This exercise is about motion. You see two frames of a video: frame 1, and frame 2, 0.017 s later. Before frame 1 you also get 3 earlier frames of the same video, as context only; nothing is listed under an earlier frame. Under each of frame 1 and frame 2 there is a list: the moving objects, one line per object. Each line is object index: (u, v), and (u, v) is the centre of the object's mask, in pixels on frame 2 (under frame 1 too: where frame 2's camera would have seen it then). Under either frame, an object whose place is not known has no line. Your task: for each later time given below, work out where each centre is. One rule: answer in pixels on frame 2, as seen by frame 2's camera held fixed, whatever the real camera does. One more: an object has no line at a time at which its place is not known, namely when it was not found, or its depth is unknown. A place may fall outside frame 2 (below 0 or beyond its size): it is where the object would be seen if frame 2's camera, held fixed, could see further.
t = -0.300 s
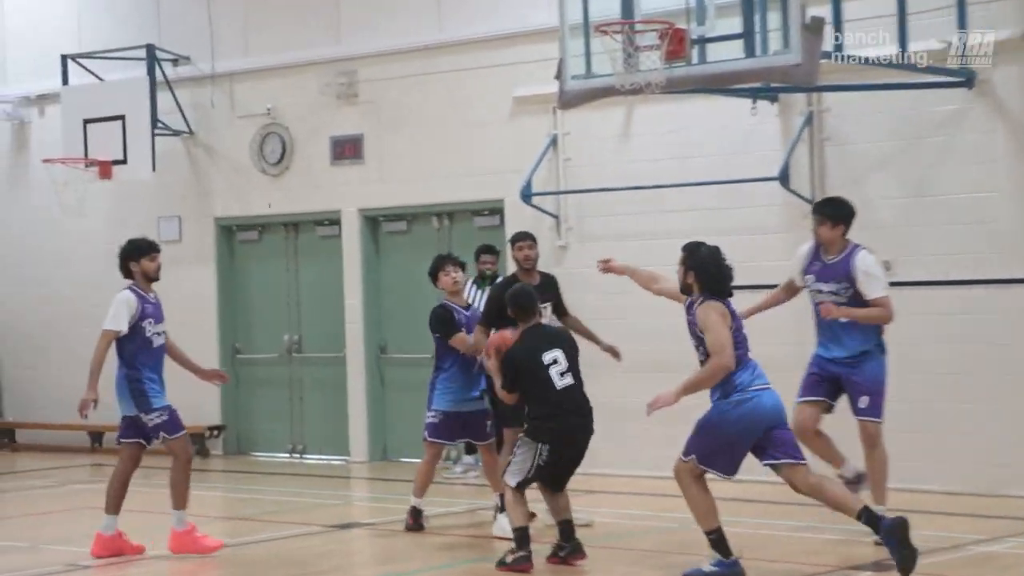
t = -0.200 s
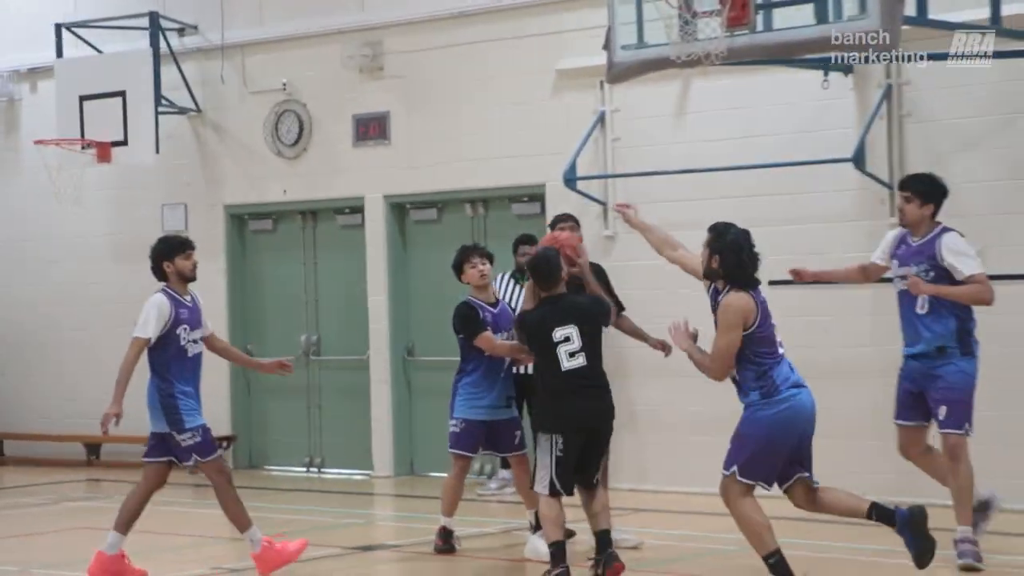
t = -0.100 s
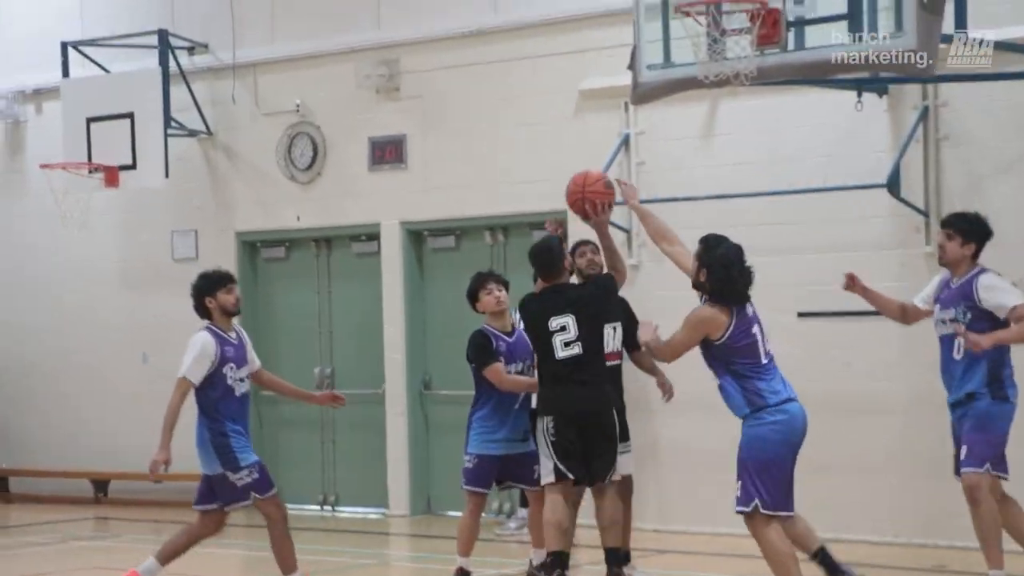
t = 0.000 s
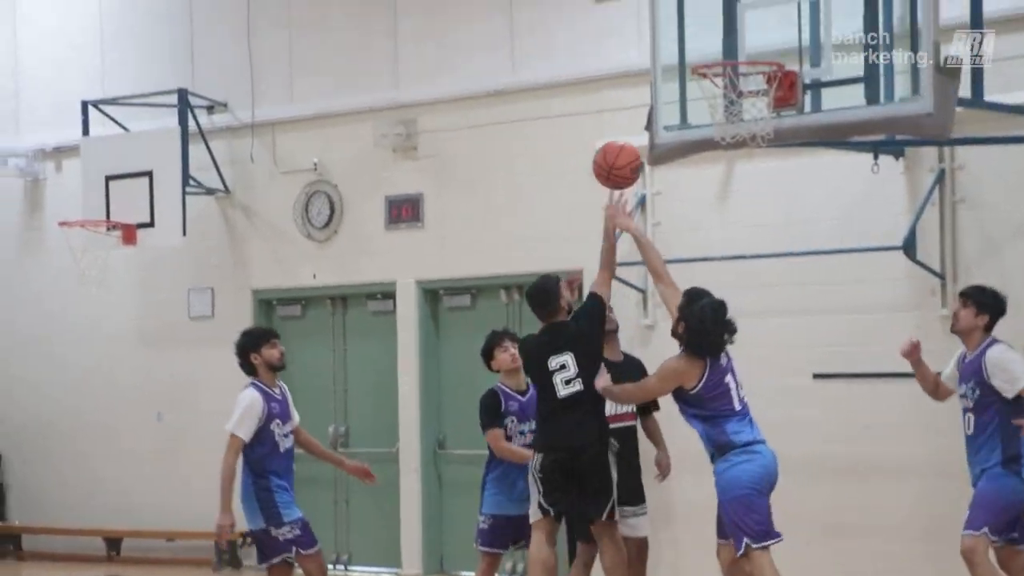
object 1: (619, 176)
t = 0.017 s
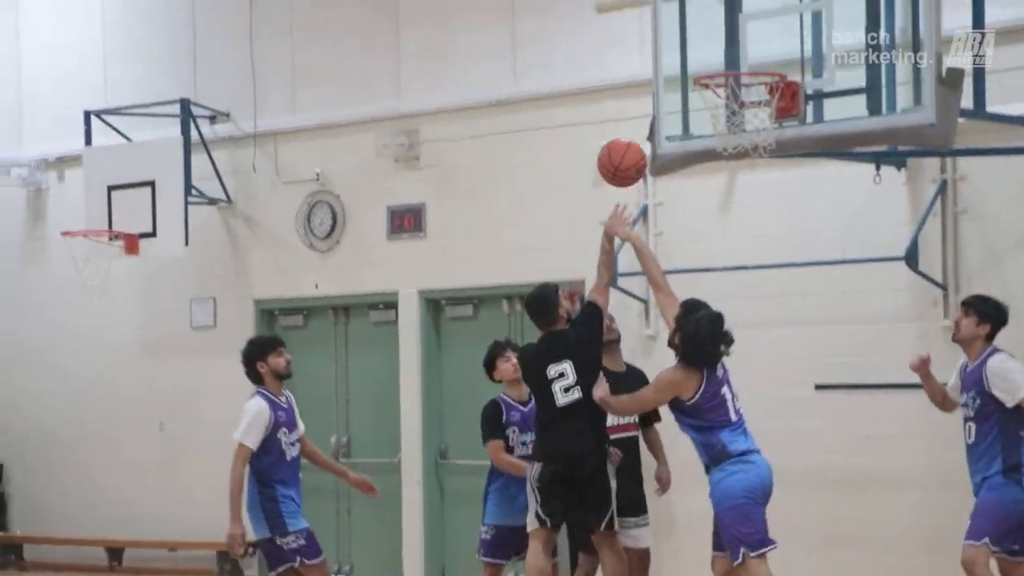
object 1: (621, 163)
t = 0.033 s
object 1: (624, 150)
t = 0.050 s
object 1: (627, 138)
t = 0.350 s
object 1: (672, 32)
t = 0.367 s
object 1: (675, 32)
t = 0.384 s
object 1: (677, 32)
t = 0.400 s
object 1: (680, 32)
